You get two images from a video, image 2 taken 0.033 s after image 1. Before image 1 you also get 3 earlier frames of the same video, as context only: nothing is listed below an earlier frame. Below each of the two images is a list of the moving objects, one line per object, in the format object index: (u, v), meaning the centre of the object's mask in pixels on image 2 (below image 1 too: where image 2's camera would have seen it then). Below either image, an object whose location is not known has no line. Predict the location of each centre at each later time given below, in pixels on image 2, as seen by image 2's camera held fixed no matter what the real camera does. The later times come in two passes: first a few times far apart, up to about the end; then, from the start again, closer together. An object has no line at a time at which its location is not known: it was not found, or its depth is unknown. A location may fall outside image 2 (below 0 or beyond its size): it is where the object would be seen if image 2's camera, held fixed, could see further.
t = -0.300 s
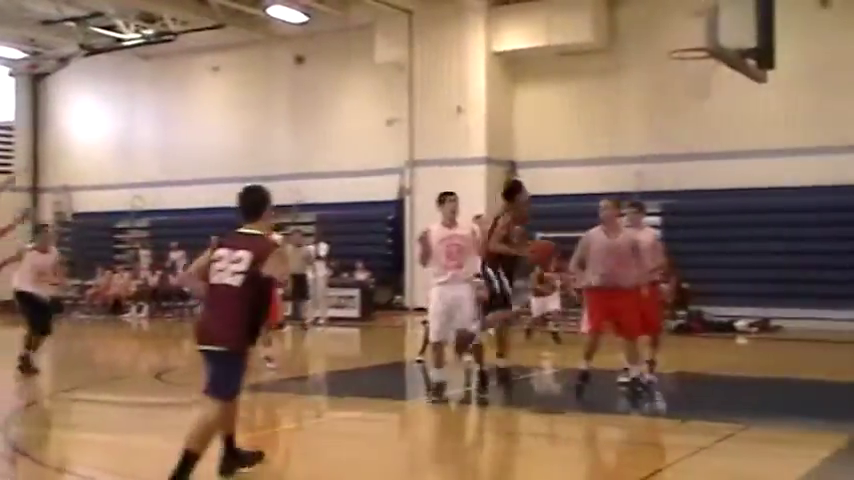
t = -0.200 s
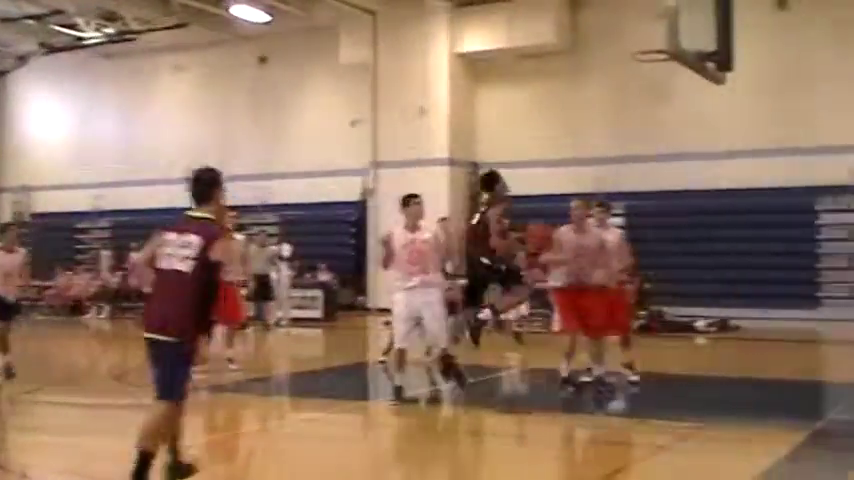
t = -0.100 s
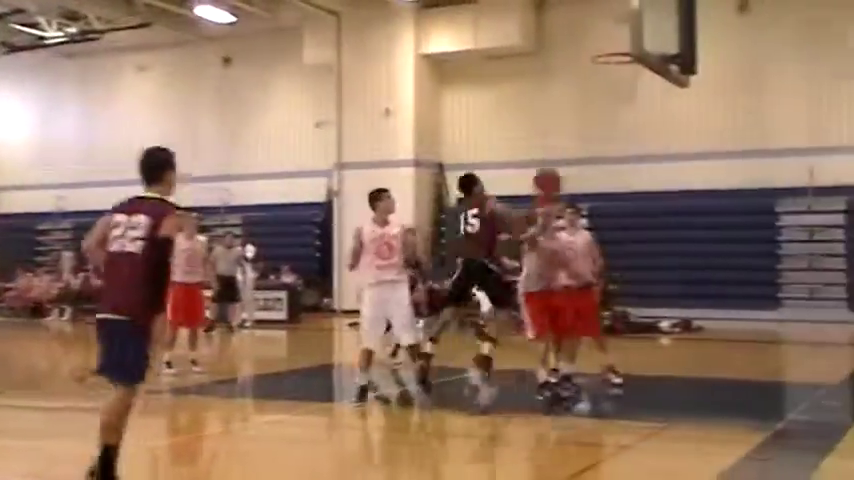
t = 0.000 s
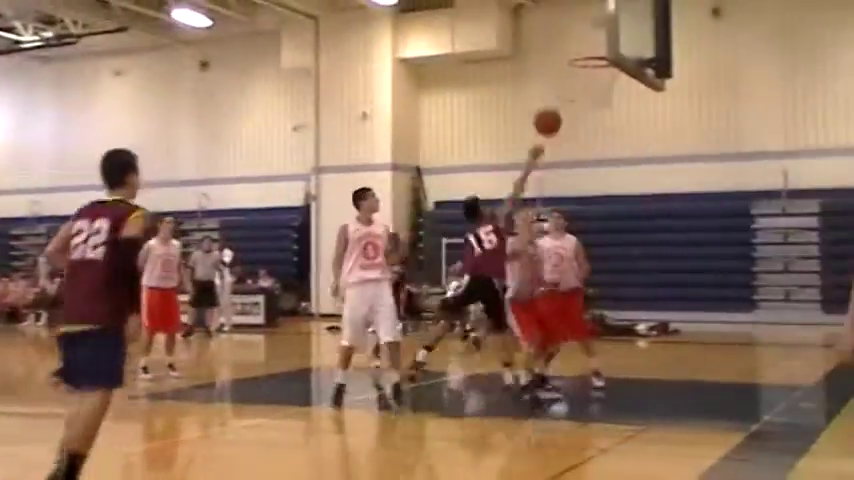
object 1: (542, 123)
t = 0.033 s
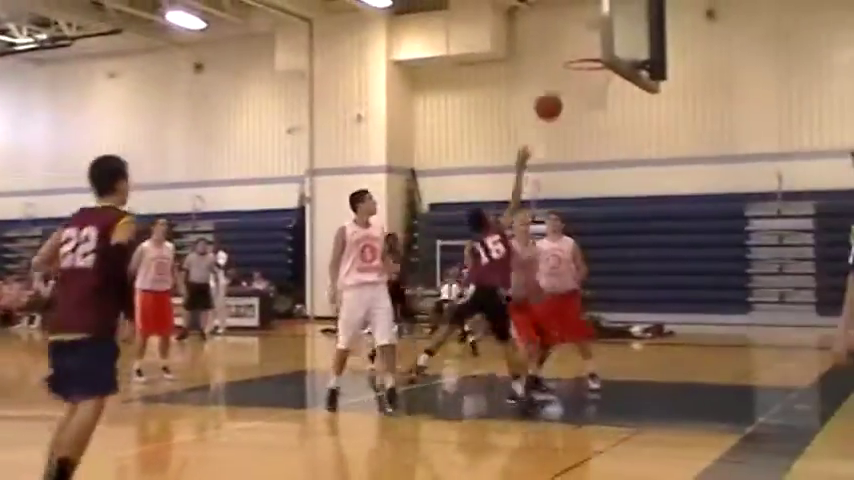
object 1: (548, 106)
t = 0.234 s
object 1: (584, 30)
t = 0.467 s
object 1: (594, 9)
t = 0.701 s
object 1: (585, 46)
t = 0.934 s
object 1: (597, 76)
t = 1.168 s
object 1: (595, 86)
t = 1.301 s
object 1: (590, 105)
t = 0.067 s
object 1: (554, 89)
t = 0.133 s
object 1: (566, 62)
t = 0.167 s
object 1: (572, 49)
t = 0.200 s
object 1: (578, 39)
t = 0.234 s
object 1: (584, 30)
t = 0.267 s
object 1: (588, 22)
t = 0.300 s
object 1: (592, 15)
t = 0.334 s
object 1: (595, 11)
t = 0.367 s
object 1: (595, 10)
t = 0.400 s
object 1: (595, 7)
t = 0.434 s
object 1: (595, 7)
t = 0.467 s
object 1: (594, 9)
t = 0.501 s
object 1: (593, 8)
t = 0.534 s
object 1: (592, 13)
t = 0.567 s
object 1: (590, 17)
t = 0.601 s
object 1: (590, 21)
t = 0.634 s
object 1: (588, 29)
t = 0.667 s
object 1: (587, 37)
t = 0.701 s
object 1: (585, 46)
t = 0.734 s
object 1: (585, 56)
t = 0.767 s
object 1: (584, 63)
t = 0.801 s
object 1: (586, 66)
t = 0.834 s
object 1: (590, 70)
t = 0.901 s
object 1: (595, 77)
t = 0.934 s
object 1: (597, 76)
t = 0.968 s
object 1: (598, 76)
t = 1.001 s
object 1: (598, 75)
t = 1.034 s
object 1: (598, 75)
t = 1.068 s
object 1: (597, 77)
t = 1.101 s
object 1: (597, 80)
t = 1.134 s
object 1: (596, 82)
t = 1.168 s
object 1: (595, 86)
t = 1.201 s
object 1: (593, 90)
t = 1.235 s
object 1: (593, 94)
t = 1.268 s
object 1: (591, 99)
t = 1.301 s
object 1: (590, 105)
